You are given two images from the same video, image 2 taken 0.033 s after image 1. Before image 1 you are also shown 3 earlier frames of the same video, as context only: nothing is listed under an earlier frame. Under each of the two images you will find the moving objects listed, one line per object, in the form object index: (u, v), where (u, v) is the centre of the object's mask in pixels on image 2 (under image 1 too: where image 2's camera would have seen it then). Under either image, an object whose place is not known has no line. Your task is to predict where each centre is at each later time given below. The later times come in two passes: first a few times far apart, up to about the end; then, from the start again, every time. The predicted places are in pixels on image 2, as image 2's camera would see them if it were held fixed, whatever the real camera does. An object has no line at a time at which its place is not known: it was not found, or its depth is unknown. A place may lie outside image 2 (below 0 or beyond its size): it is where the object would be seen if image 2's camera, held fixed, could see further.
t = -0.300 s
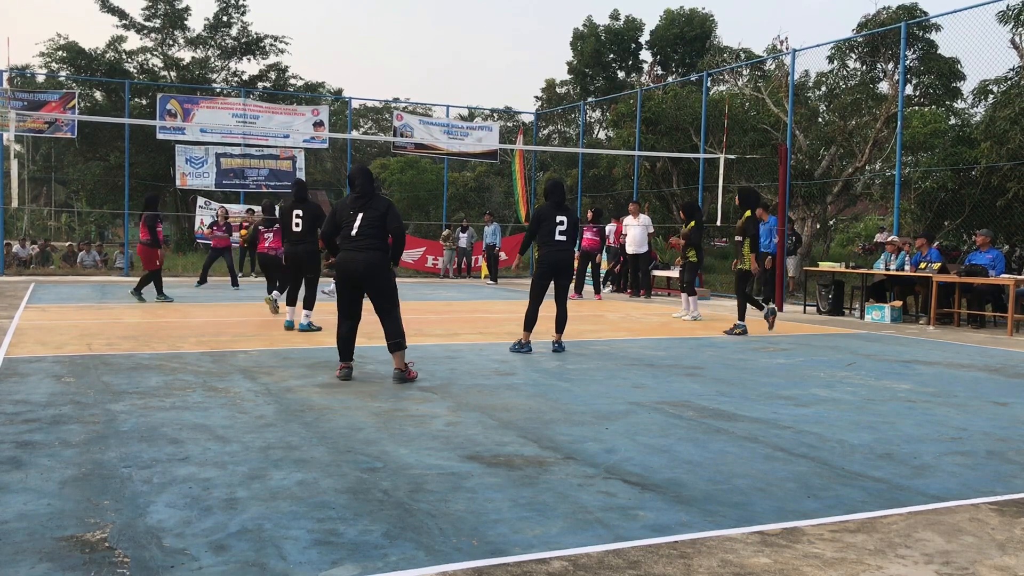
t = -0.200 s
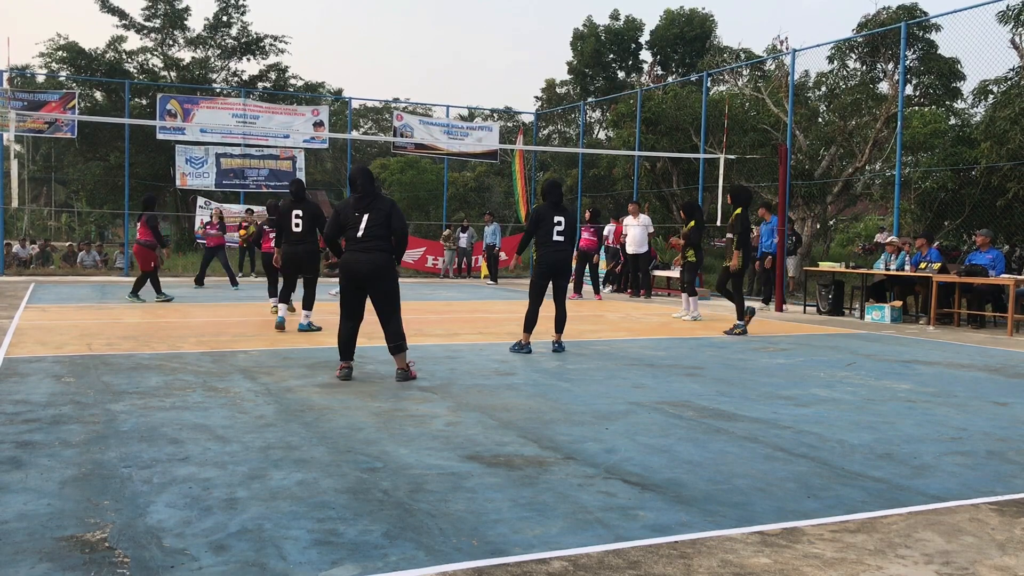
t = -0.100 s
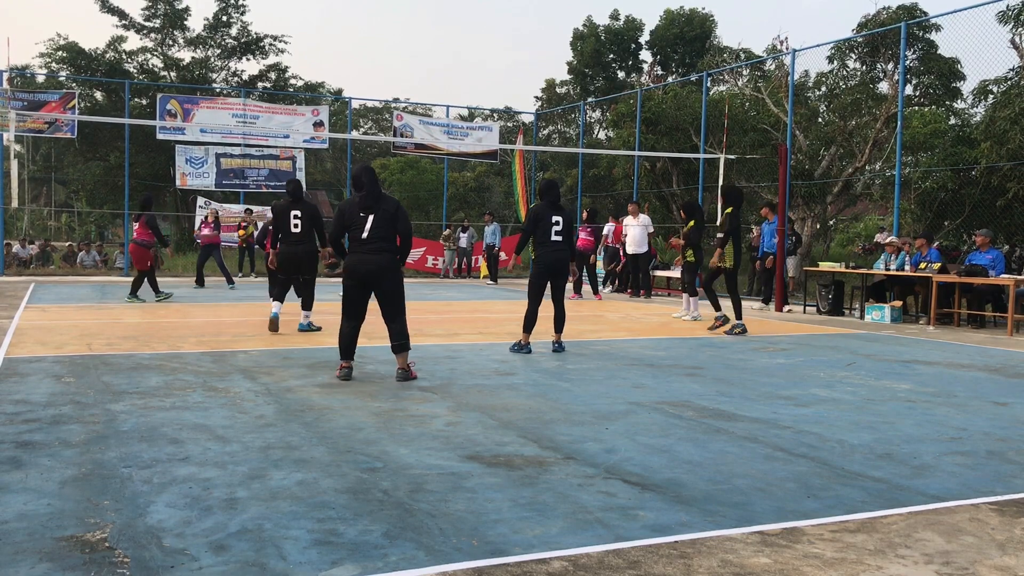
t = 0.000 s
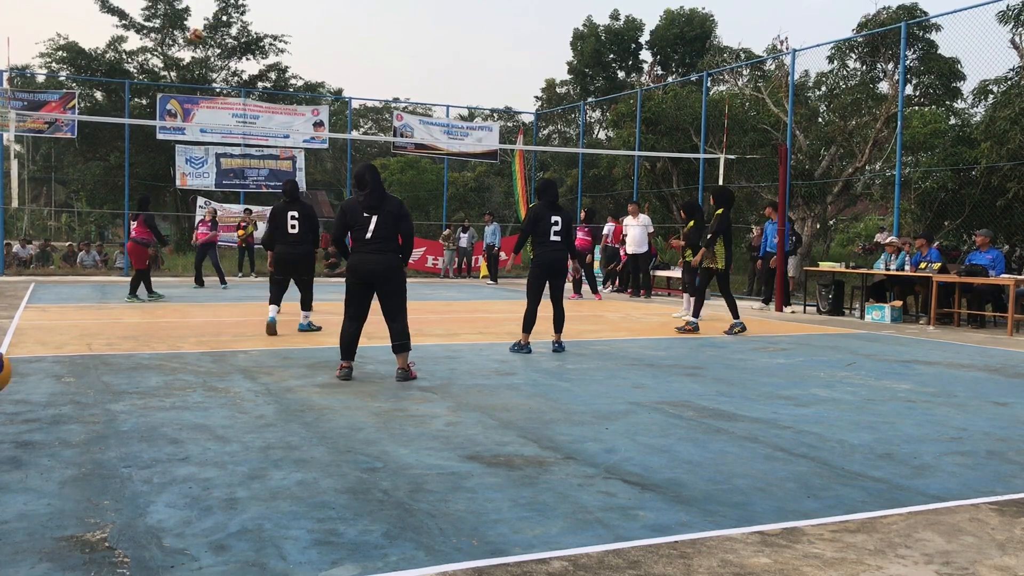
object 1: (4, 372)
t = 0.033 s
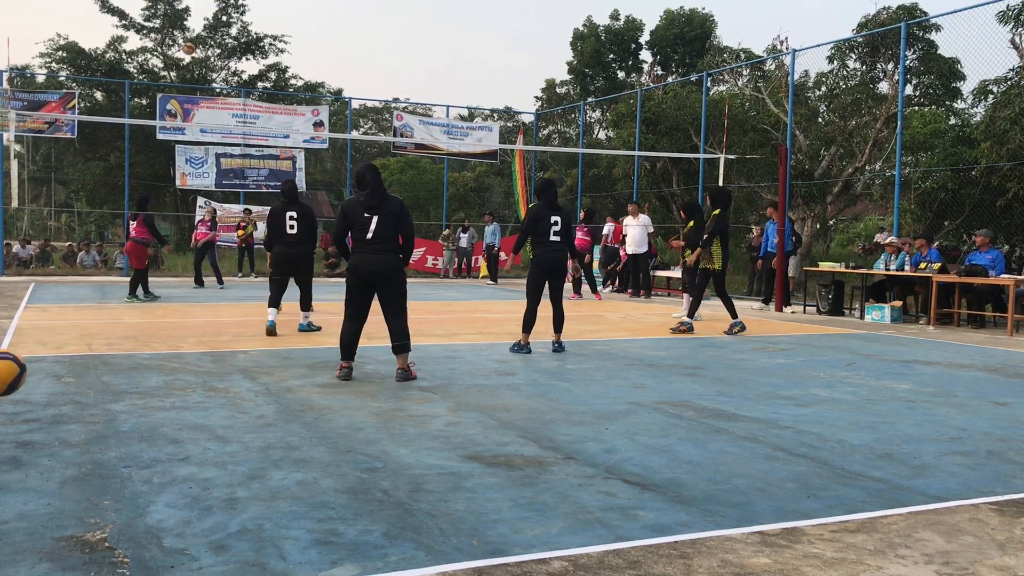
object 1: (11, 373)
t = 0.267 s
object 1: (114, 454)
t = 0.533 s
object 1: (276, 436)
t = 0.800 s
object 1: (495, 532)
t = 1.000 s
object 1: (717, 548)
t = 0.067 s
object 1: (19, 375)
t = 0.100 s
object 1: (30, 381)
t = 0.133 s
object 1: (46, 389)
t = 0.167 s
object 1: (62, 400)
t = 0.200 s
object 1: (79, 415)
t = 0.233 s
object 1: (96, 433)
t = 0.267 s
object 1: (114, 454)
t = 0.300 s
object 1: (132, 468)
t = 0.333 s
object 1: (150, 456)
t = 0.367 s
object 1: (169, 446)
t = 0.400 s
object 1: (189, 438)
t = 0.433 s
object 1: (210, 433)
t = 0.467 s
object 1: (231, 431)
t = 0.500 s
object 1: (253, 432)
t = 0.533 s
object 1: (276, 436)
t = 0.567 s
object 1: (300, 444)
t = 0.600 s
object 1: (325, 455)
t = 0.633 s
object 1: (351, 470)
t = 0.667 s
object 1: (377, 490)
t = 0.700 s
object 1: (405, 515)
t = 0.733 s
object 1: (434, 542)
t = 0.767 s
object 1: (464, 541)
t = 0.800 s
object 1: (495, 532)
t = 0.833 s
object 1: (528, 526)
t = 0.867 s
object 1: (563, 523)
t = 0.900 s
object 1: (599, 525)
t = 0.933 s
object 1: (637, 531)
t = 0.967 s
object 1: (676, 539)
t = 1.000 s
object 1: (717, 548)
